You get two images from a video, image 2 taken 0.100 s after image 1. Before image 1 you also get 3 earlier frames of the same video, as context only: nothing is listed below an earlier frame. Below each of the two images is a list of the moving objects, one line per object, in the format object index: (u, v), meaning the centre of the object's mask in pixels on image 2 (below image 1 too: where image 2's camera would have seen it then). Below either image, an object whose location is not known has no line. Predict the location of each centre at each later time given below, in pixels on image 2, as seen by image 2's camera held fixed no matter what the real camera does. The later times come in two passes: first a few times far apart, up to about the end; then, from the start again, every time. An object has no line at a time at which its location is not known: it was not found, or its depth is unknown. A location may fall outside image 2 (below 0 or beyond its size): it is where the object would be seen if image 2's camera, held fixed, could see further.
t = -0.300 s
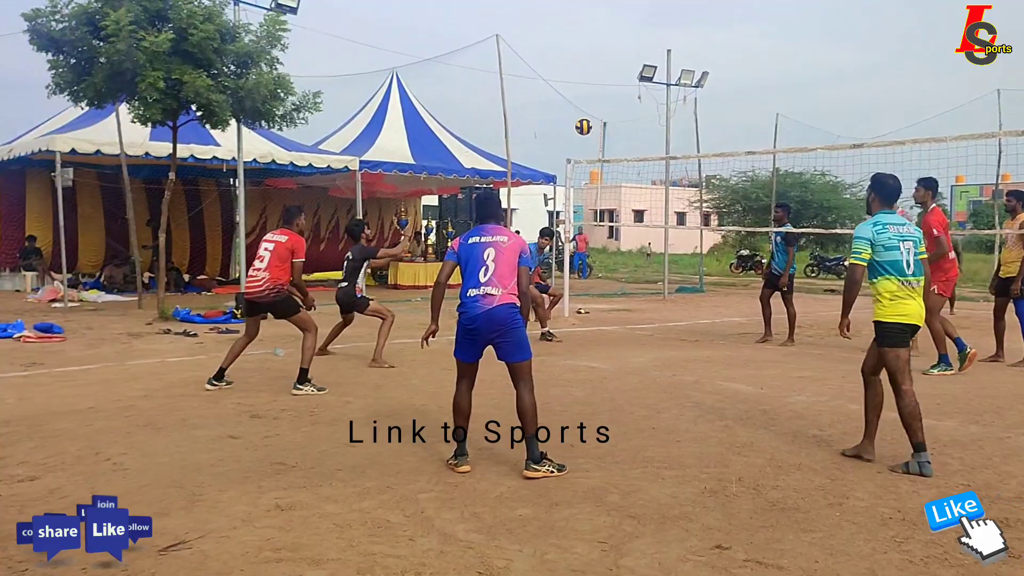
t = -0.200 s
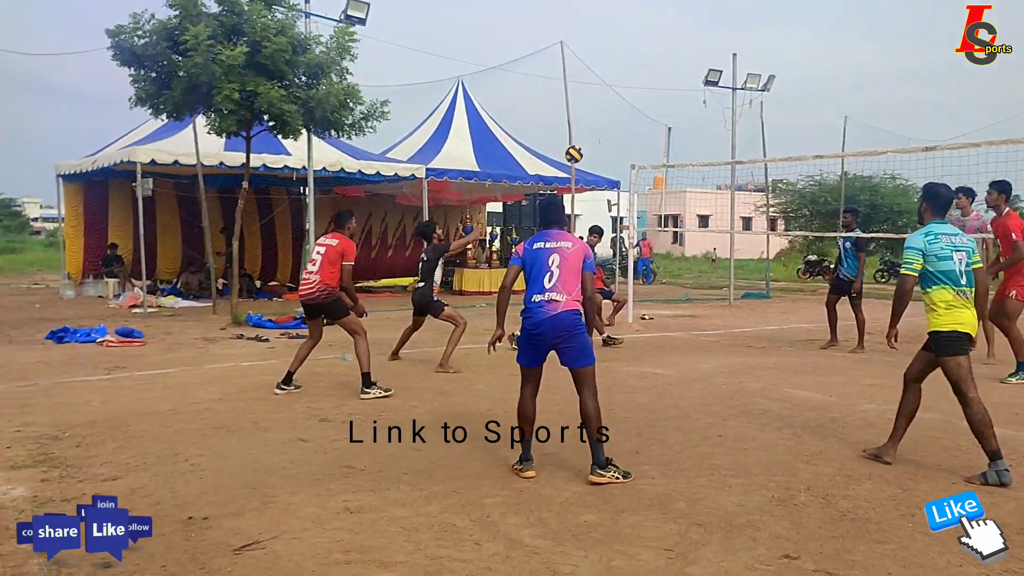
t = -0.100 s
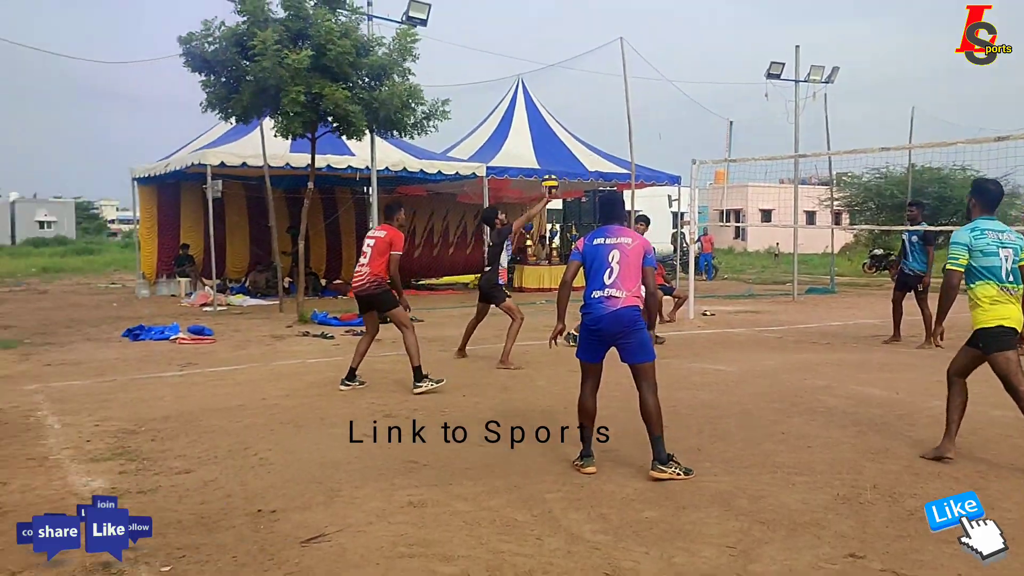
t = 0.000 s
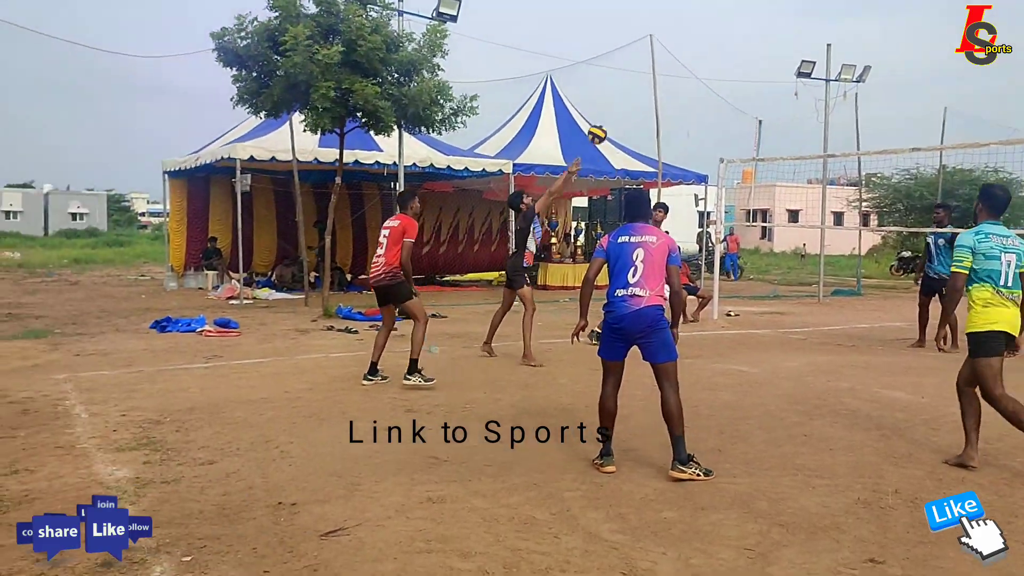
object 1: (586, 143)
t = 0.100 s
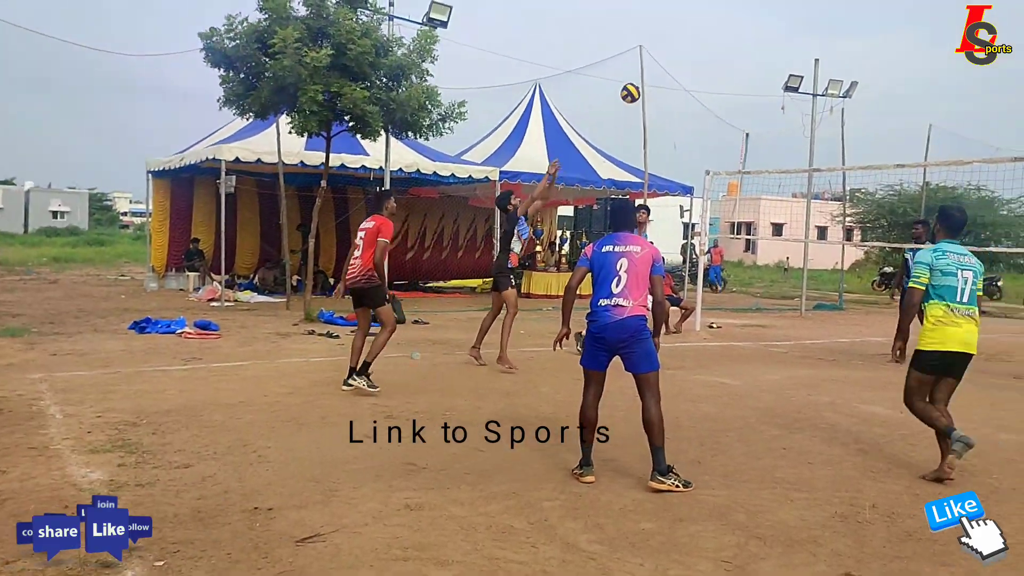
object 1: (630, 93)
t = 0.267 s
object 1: (710, 28)
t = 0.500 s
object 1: (818, -15)
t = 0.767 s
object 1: (949, 0)
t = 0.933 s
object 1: (1031, 49)
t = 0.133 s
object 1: (646, 78)
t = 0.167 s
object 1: (662, 64)
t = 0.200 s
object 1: (677, 51)
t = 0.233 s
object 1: (694, 39)
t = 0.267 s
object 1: (710, 28)
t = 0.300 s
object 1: (725, 18)
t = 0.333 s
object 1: (741, 10)
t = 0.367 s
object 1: (756, 3)
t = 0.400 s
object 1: (771, -3)
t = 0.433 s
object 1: (787, -8)
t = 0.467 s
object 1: (802, -12)
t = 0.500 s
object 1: (818, -15)
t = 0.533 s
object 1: (833, -17)
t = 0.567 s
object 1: (849, -17)
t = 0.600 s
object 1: (865, -16)
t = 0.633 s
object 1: (881, -15)
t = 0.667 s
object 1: (898, -12)
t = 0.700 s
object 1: (914, -10)
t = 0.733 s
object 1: (931, -6)
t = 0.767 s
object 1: (949, 0)
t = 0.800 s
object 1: (966, 7)
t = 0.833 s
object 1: (983, 16)
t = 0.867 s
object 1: (999, 26)
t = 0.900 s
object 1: (1015, 38)
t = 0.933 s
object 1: (1031, 49)
